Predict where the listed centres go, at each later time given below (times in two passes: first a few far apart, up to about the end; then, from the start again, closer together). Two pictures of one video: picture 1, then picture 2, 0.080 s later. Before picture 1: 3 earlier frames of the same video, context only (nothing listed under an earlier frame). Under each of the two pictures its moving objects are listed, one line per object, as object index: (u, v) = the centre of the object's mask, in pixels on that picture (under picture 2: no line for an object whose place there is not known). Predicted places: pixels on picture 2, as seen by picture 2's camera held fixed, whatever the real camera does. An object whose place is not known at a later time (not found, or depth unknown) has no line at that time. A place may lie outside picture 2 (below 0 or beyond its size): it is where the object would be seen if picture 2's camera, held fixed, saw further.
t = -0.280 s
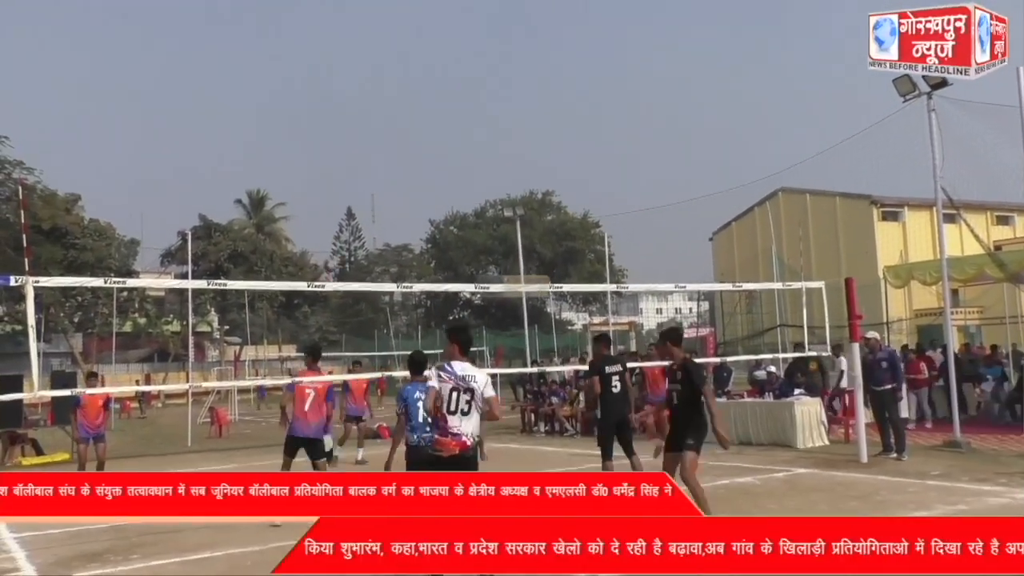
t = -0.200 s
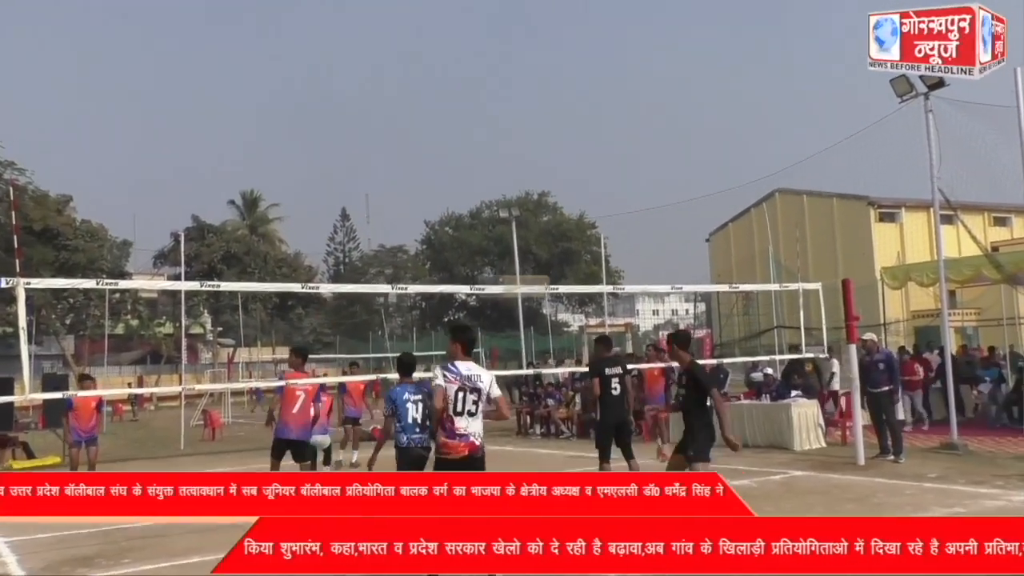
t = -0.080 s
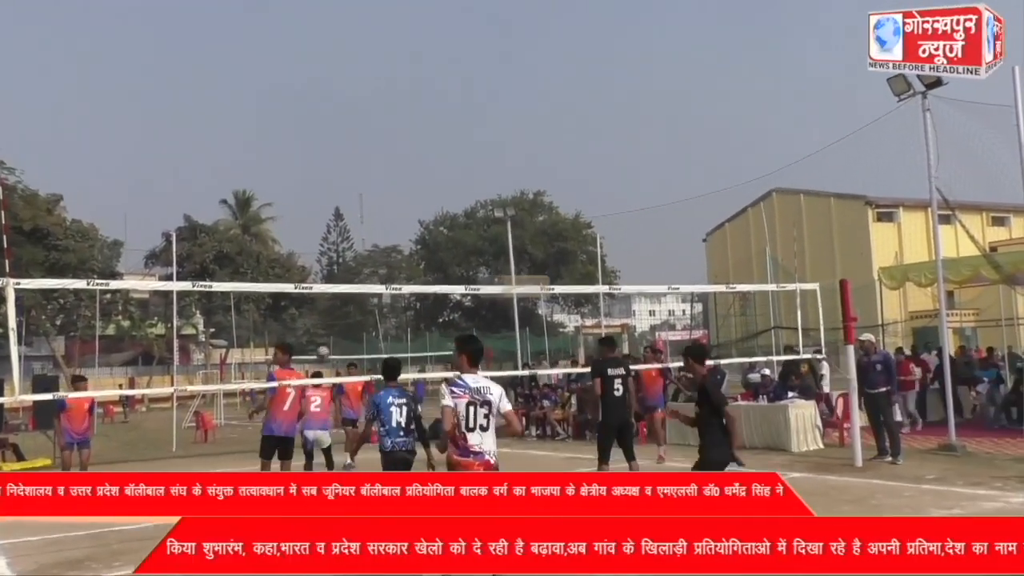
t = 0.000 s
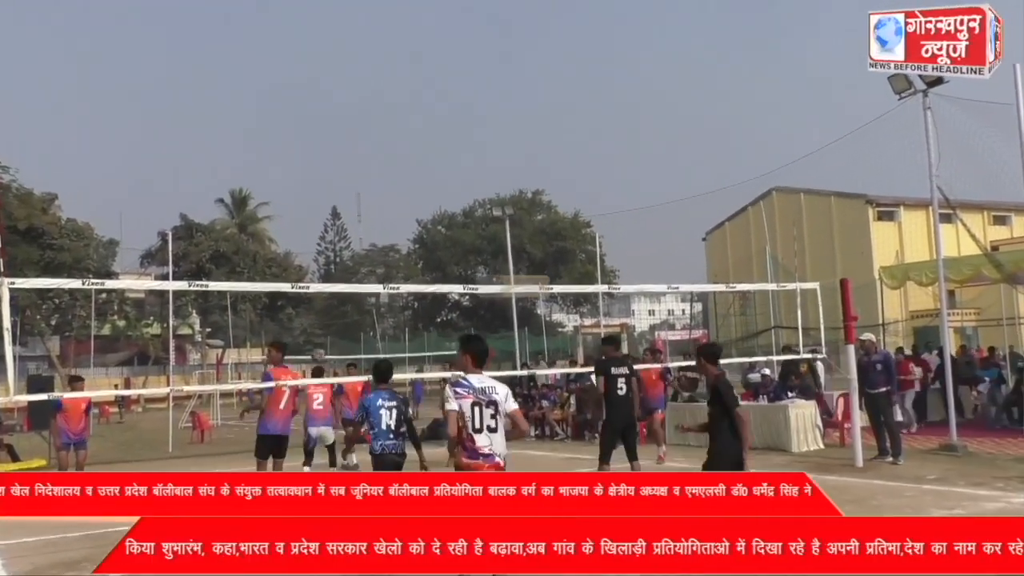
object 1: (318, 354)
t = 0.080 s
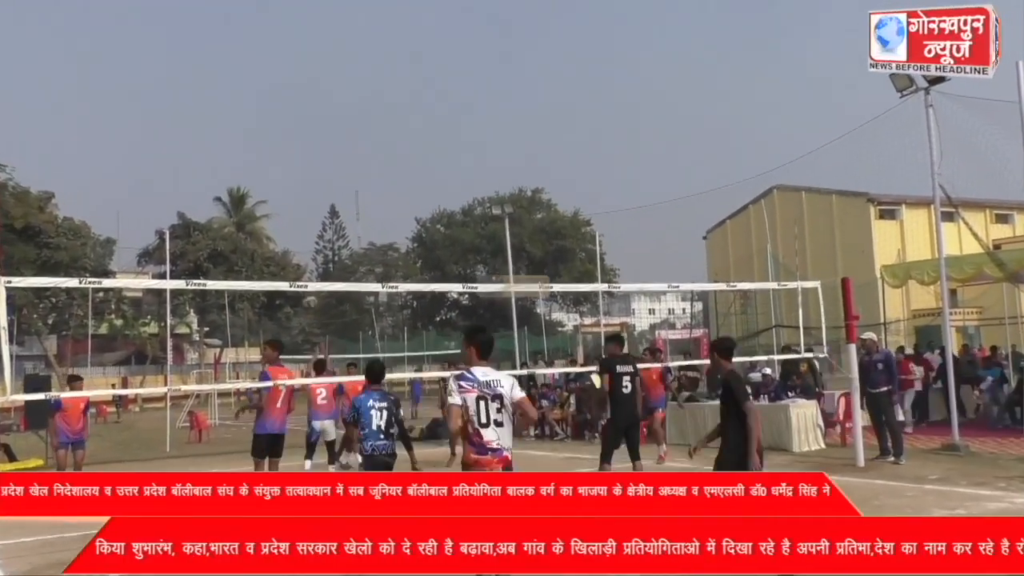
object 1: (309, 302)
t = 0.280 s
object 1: (293, 191)
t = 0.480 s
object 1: (278, 107)
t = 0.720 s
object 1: (260, 40)
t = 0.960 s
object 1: (245, 12)
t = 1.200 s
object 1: (232, 24)
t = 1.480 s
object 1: (219, 95)
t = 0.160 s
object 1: (301, 256)
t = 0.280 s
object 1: (293, 191)
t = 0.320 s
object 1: (289, 173)
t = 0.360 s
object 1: (287, 155)
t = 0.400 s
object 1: (284, 138)
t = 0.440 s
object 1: (281, 122)
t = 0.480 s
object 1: (278, 107)
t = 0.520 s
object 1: (275, 94)
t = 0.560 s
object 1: (272, 81)
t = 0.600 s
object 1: (269, 69)
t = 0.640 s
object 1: (266, 58)
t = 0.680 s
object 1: (263, 48)
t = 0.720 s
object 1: (260, 40)
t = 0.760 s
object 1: (258, 33)
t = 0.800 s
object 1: (255, 26)
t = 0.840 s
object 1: (252, 20)
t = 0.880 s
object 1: (249, 17)
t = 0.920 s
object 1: (247, 13)
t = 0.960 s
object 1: (245, 12)
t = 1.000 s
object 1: (242, 11)
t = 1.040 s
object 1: (240, 11)
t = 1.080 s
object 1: (238, 12)
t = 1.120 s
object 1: (235, 15)
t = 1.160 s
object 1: (233, 19)
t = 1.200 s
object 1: (232, 24)
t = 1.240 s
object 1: (229, 30)
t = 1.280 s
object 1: (228, 38)
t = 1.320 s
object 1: (226, 47)
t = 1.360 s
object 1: (224, 57)
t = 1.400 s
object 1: (223, 68)
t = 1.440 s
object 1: (221, 81)
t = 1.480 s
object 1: (219, 95)
